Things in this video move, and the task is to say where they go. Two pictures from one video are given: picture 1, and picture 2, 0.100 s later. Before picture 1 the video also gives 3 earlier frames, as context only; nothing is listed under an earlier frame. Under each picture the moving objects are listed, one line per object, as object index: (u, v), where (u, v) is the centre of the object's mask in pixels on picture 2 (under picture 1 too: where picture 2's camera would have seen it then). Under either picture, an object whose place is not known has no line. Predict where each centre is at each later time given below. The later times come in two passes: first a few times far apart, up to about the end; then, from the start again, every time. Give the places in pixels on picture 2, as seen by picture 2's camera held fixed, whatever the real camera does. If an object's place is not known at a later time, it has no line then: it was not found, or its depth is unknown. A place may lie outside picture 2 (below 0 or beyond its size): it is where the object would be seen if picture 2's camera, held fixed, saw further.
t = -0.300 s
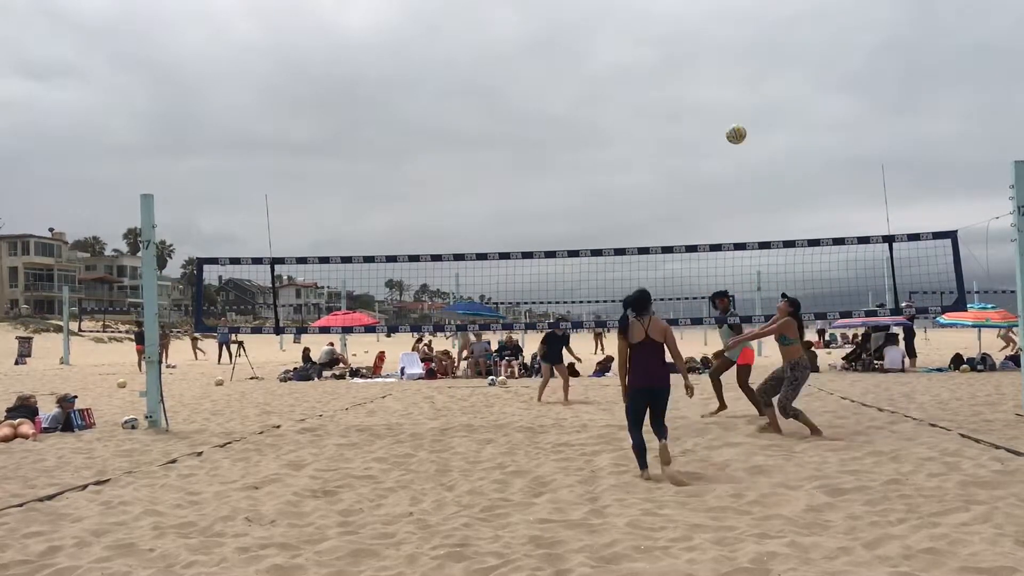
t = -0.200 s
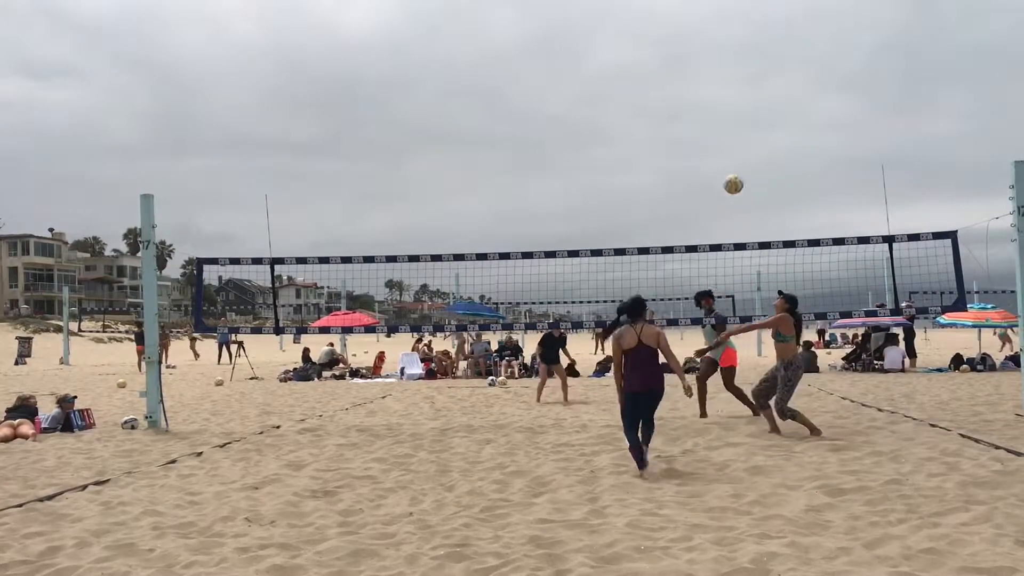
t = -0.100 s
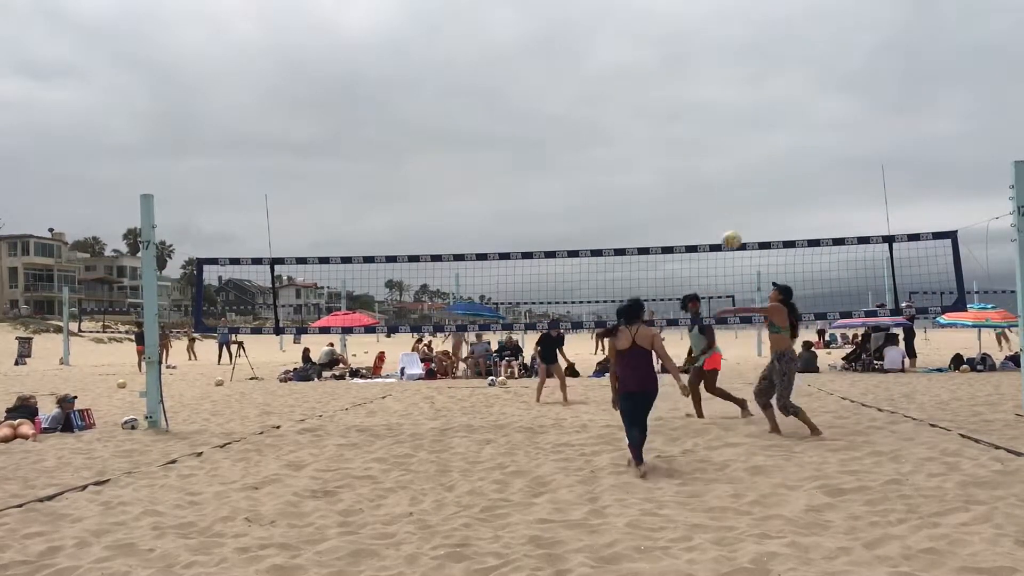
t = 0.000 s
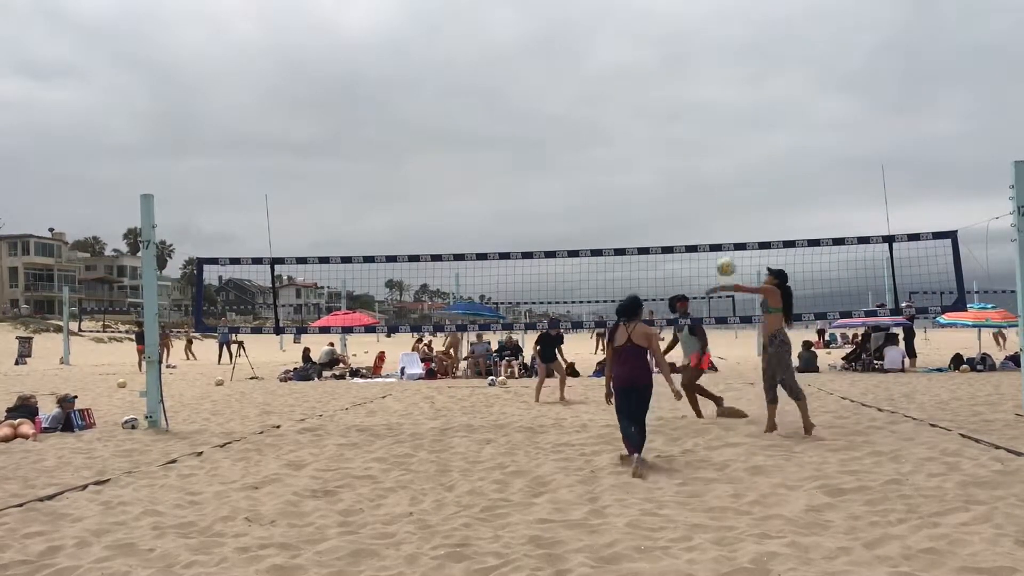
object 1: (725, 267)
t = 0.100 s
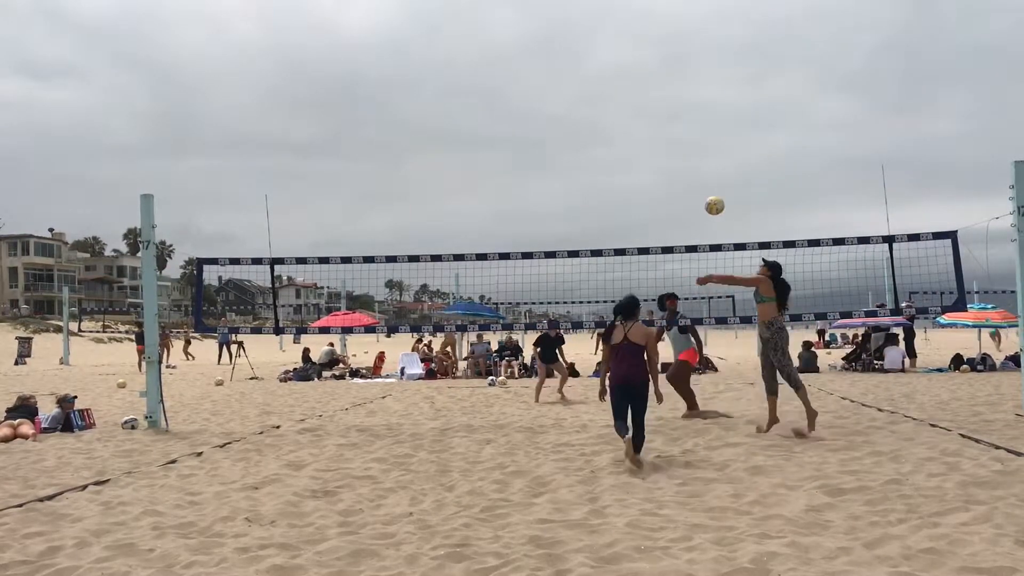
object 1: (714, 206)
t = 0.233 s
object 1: (700, 139)
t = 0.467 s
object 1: (676, 64)
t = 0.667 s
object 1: (657, 37)
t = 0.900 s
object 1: (636, 49)
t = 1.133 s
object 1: (617, 105)
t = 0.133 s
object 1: (711, 188)
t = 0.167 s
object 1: (707, 170)
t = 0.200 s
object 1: (703, 154)
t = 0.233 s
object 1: (700, 139)
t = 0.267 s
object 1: (696, 125)
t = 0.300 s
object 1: (693, 112)
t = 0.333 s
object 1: (689, 100)
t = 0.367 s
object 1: (686, 90)
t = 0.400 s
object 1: (683, 80)
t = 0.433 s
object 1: (679, 71)
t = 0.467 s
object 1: (676, 64)
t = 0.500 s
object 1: (673, 57)
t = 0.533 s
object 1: (670, 51)
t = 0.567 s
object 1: (667, 46)
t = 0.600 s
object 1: (663, 42)
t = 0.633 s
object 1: (660, 39)
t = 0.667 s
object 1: (657, 37)
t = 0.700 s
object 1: (654, 36)
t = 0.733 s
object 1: (651, 36)
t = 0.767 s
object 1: (648, 37)
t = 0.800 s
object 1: (645, 38)
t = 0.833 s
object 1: (642, 41)
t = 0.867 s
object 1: (639, 45)
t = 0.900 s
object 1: (636, 49)
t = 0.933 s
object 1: (634, 54)
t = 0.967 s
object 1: (631, 61)
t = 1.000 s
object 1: (628, 68)
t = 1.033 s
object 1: (625, 76)
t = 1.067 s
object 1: (622, 85)
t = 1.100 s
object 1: (619, 95)
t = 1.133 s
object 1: (617, 105)
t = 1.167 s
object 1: (614, 116)
